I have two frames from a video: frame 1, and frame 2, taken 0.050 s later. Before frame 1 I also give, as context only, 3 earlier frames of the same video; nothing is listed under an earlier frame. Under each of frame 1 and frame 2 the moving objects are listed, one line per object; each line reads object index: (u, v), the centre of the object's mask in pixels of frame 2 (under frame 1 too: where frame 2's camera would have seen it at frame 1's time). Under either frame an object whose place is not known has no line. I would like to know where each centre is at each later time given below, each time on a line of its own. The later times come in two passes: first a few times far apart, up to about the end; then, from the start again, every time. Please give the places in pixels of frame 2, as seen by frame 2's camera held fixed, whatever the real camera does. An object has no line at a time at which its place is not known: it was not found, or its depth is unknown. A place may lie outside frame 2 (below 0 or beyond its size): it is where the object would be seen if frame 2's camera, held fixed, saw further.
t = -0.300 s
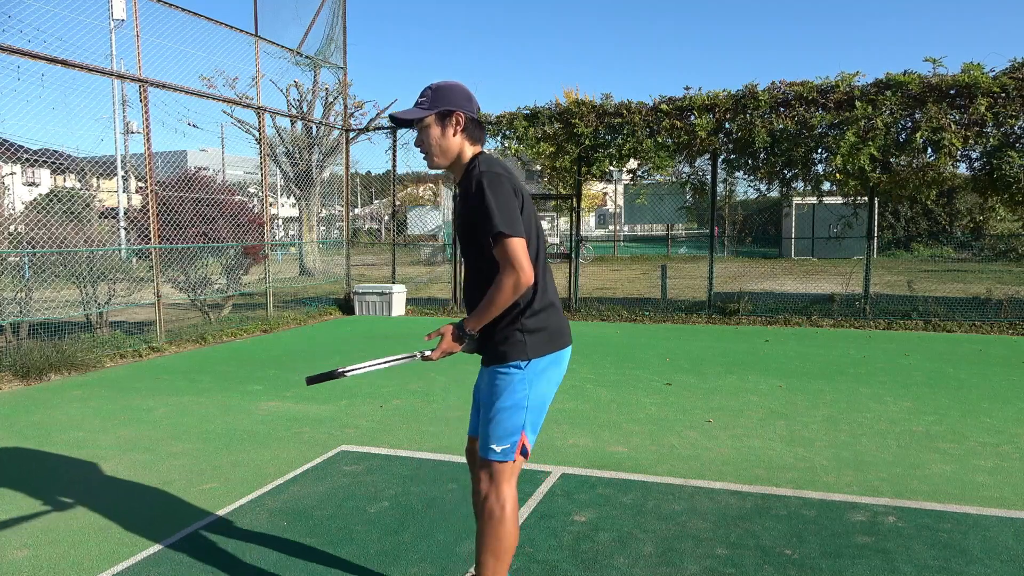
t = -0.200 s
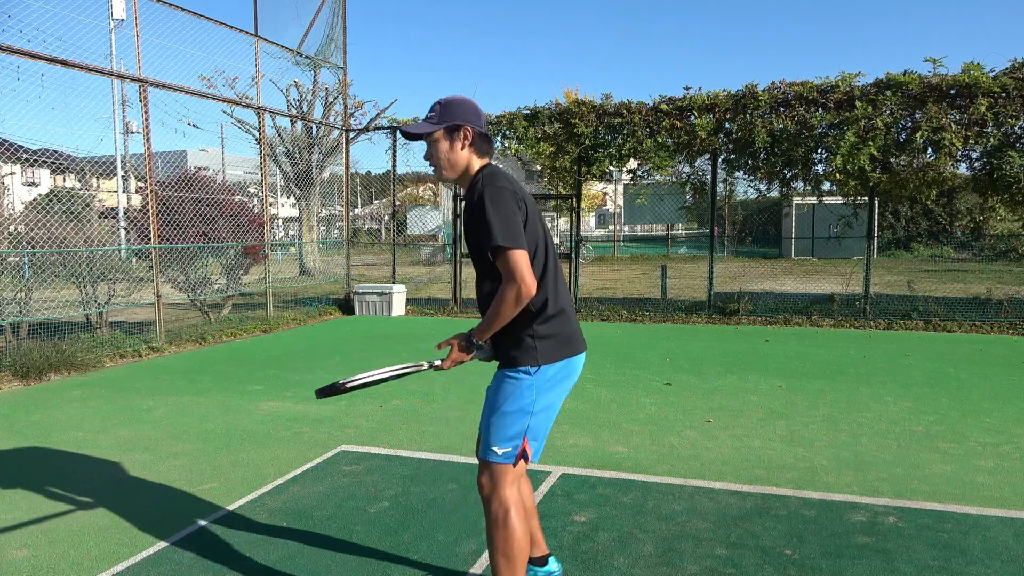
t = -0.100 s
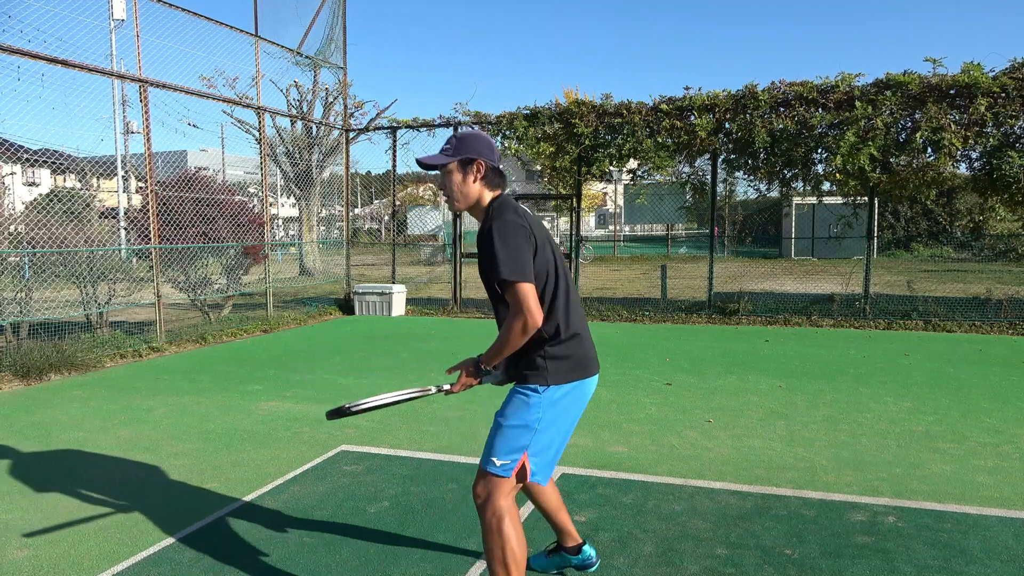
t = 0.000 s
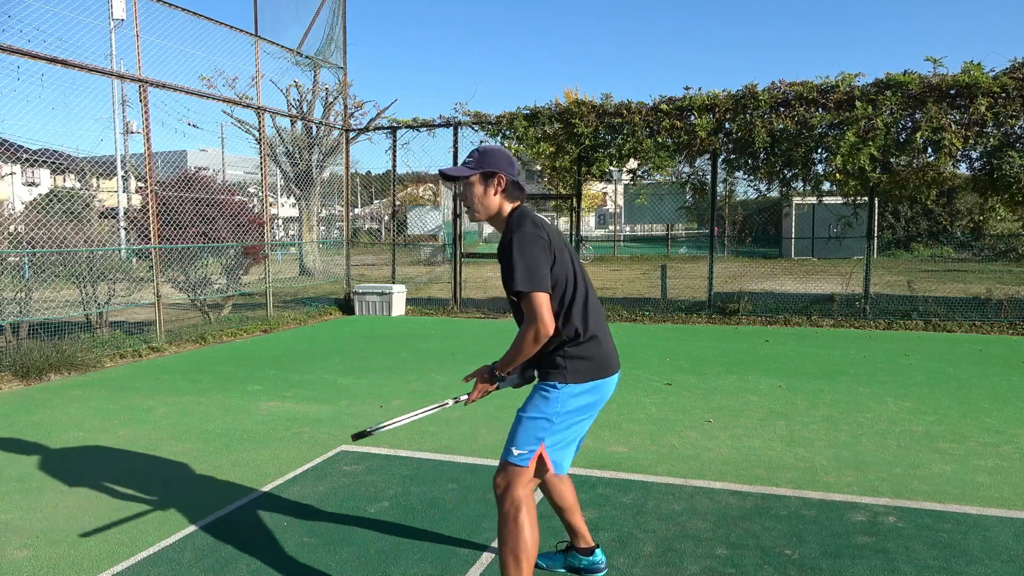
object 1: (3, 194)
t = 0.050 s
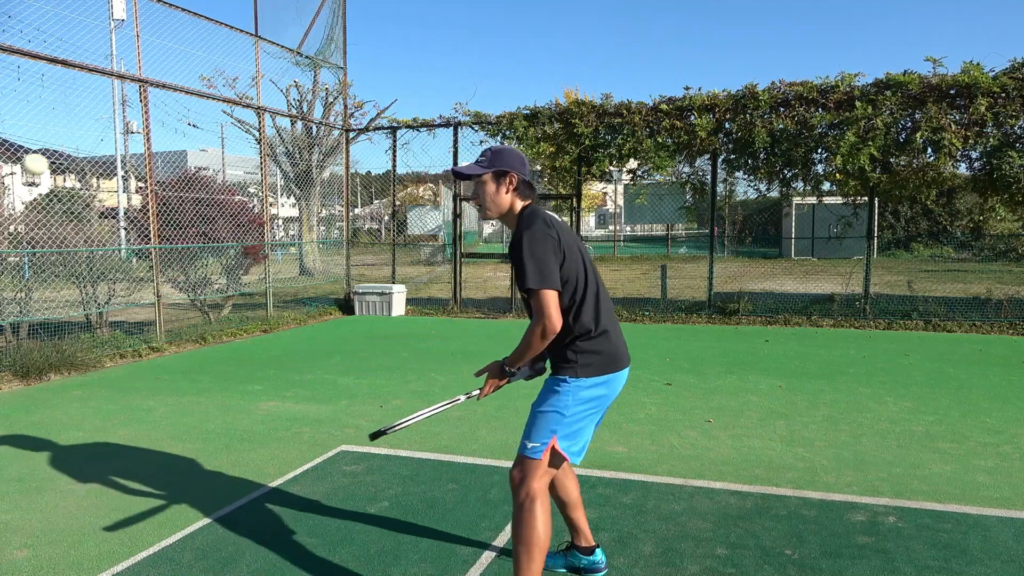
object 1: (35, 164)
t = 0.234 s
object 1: (156, 140)
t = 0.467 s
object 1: (290, 248)
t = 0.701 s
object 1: (396, 471)
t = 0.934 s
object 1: (456, 410)
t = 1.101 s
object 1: (488, 349)
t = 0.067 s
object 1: (46, 157)
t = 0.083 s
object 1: (58, 152)
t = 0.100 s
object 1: (70, 146)
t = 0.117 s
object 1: (81, 143)
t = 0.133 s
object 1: (92, 139)
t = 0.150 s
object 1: (103, 137)
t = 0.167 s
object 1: (114, 136)
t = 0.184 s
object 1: (126, 134)
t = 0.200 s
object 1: (135, 135)
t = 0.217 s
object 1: (146, 137)
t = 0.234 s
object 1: (156, 140)
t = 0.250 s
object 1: (166, 142)
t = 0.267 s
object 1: (176, 146)
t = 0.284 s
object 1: (187, 151)
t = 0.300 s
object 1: (197, 156)
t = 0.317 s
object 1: (206, 162)
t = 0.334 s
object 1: (216, 170)
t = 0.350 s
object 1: (226, 177)
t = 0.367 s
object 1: (236, 186)
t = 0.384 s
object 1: (245, 195)
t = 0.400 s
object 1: (255, 204)
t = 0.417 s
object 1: (263, 214)
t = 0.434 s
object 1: (272, 225)
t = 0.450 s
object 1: (281, 237)
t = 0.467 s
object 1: (290, 248)
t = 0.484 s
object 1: (297, 260)
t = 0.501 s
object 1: (306, 274)
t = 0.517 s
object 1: (315, 288)
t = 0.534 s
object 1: (323, 302)
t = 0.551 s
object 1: (331, 317)
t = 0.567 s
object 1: (338, 333)
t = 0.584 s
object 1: (346, 348)
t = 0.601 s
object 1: (353, 365)
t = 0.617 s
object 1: (361, 381)
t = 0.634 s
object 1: (368, 398)
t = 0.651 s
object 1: (375, 416)
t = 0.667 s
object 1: (383, 434)
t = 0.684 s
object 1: (390, 452)
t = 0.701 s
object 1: (396, 471)
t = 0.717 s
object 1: (403, 489)
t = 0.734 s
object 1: (410, 508)
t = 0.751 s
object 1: (417, 528)
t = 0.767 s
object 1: (421, 537)
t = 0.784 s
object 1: (425, 521)
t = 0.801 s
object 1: (428, 506)
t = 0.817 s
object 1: (432, 492)
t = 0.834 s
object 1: (436, 478)
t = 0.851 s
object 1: (439, 466)
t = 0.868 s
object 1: (442, 453)
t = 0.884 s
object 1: (445, 442)
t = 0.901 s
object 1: (449, 430)
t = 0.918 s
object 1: (453, 420)
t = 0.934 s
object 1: (456, 410)
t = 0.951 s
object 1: (459, 401)
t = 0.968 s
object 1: (463, 393)
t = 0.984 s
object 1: (466, 385)
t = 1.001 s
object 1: (469, 378)
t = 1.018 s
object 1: (472, 372)
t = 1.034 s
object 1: (476, 366)
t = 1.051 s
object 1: (479, 361)
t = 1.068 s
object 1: (482, 356)
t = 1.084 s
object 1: (485, 352)
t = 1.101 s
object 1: (488, 349)
